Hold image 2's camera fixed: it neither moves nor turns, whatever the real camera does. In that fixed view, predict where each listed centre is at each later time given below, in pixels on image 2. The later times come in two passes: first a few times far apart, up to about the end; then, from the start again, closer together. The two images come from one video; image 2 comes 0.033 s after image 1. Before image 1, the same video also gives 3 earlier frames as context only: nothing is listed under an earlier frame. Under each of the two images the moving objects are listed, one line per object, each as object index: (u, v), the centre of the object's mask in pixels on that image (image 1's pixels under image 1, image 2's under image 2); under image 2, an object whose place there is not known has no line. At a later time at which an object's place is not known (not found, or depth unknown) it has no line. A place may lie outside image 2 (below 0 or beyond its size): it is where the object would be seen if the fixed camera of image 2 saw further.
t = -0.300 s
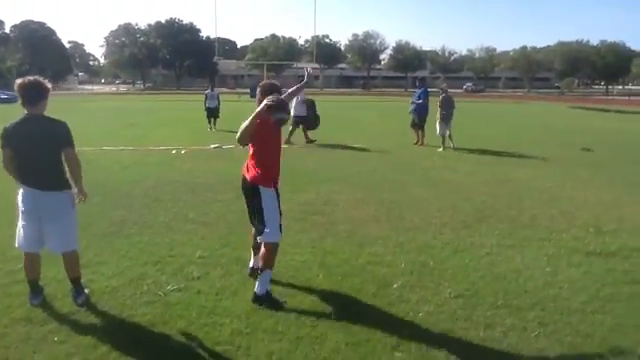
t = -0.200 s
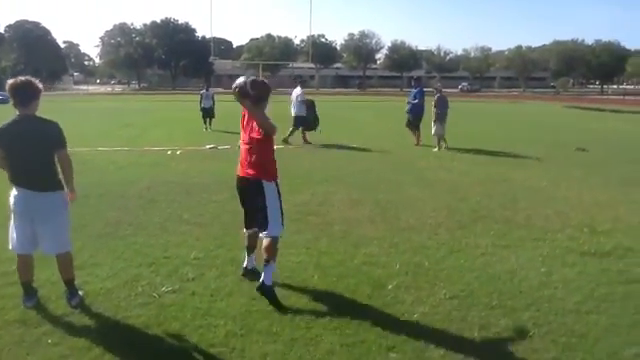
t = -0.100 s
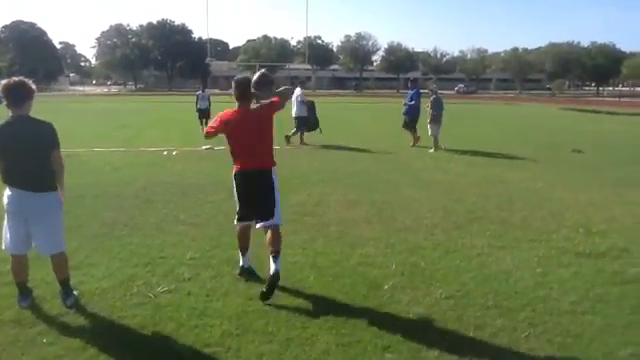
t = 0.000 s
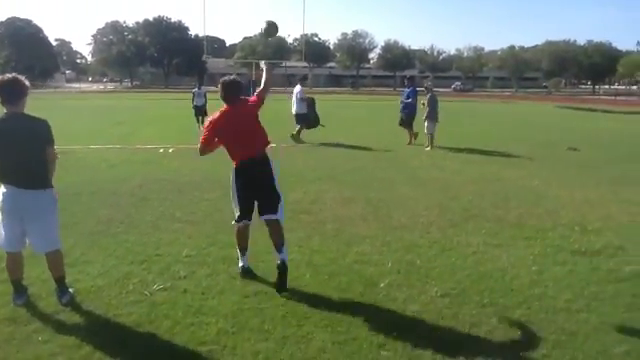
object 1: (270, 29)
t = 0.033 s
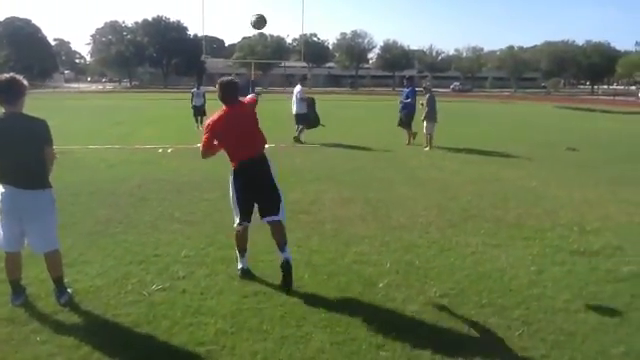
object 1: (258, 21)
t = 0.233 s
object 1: (225, 8)
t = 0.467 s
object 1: (209, 24)
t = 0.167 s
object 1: (232, 8)
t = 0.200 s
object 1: (228, 7)
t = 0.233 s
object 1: (225, 8)
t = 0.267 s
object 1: (221, 9)
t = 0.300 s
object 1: (219, 10)
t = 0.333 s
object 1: (216, 12)
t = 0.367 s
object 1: (214, 15)
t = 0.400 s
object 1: (212, 17)
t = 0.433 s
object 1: (210, 20)
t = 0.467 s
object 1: (209, 24)
